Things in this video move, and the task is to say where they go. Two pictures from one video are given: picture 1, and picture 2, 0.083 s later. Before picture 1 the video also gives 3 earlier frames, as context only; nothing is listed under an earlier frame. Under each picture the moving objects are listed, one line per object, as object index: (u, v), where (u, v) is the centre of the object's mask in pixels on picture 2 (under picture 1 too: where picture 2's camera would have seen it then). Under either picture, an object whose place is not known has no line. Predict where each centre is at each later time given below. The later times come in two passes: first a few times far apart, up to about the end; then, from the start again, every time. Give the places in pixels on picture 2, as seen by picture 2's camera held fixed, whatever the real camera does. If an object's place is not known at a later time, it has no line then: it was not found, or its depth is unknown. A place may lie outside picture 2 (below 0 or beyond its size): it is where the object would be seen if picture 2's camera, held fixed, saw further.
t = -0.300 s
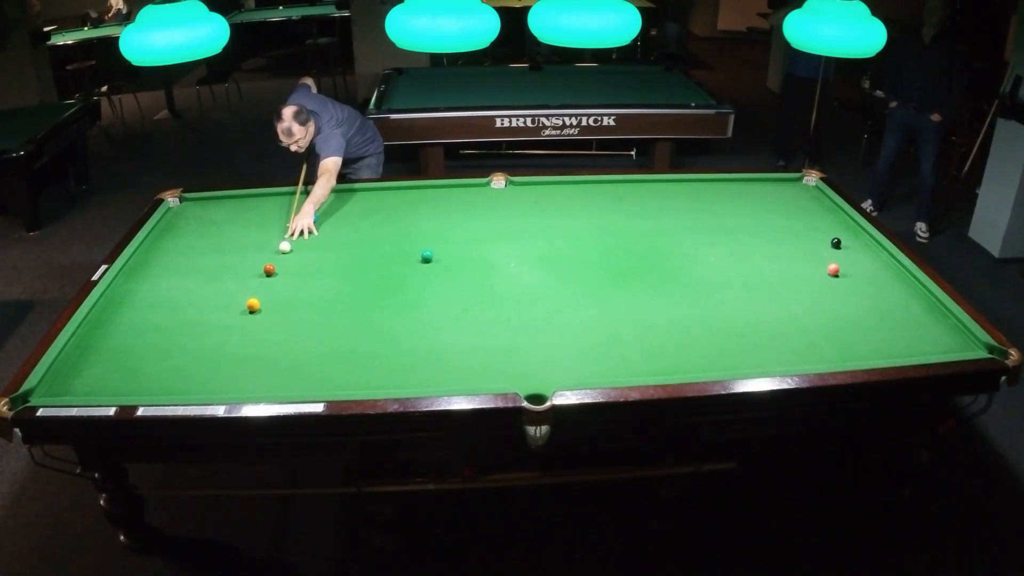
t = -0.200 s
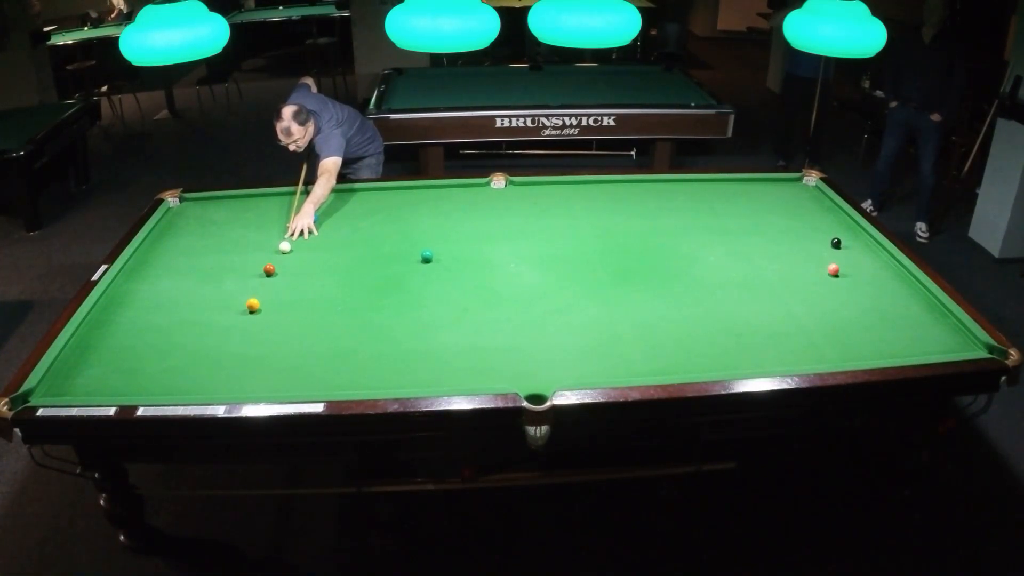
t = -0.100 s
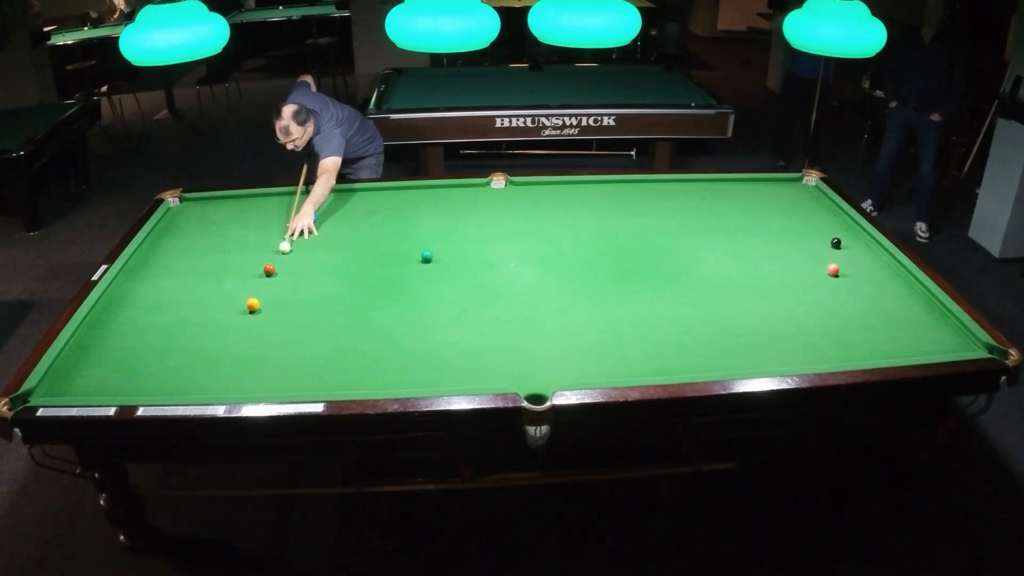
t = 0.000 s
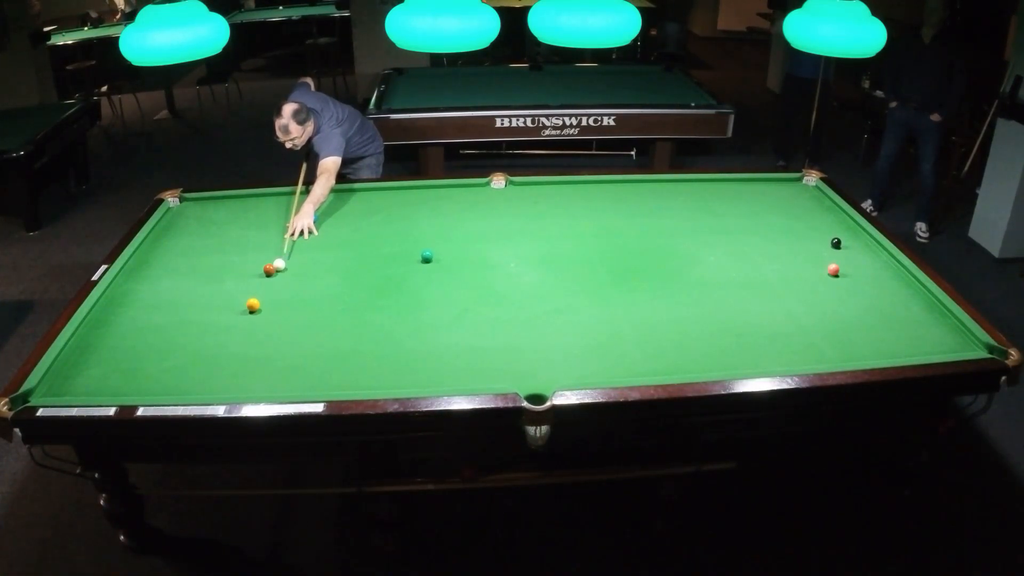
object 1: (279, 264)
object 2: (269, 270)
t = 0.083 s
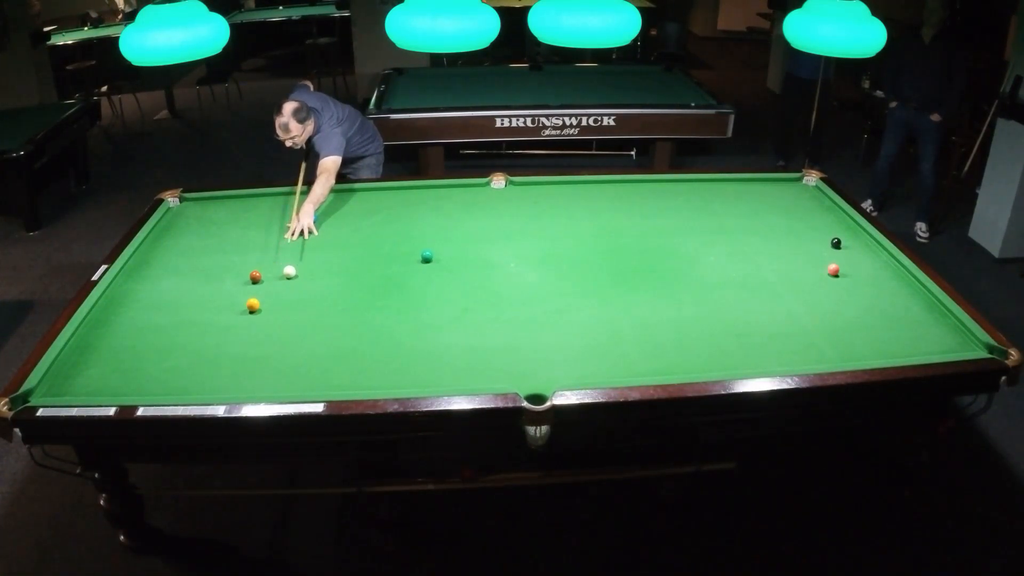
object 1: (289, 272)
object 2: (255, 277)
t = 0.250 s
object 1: (306, 289)
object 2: (233, 289)
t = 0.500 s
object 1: (336, 317)
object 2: (199, 307)
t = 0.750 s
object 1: (369, 348)
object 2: (164, 325)
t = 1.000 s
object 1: (407, 382)
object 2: (130, 343)
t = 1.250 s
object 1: (440, 363)
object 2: (97, 361)
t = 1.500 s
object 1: (468, 338)
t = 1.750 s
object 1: (492, 316)
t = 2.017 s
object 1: (514, 295)
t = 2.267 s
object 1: (533, 278)
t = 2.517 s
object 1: (549, 263)
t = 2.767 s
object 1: (563, 250)
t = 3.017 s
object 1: (576, 238)
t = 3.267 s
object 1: (588, 227)
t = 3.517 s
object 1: (598, 218)
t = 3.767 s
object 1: (607, 209)
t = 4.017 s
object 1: (615, 202)
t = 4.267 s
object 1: (622, 195)
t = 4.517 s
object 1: (628, 189)
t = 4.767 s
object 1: (634, 184)
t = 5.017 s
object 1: (640, 183)
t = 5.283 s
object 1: (646, 186)
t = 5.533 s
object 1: (652, 188)
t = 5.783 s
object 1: (656, 191)
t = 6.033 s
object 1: (660, 192)
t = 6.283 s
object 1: (662, 194)
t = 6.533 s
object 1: (664, 195)
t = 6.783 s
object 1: (665, 195)
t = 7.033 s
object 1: (665, 195)
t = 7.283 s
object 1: (665, 195)
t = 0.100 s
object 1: (291, 274)
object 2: (253, 278)
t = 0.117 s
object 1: (293, 275)
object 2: (251, 279)
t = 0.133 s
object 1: (294, 277)
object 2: (248, 281)
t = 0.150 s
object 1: (296, 279)
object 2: (246, 282)
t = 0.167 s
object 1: (298, 280)
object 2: (244, 283)
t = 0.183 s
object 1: (299, 282)
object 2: (242, 284)
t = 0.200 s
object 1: (301, 284)
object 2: (239, 285)
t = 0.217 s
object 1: (303, 286)
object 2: (237, 286)
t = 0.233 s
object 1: (305, 287)
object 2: (235, 288)
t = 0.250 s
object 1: (306, 289)
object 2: (233, 289)
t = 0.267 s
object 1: (308, 291)
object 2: (230, 290)
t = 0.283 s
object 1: (310, 293)
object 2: (228, 291)
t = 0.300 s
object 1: (312, 294)
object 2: (226, 292)
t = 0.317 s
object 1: (314, 296)
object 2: (223, 294)
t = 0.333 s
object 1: (316, 298)
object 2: (221, 295)
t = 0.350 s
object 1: (318, 300)
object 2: (219, 296)
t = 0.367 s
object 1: (320, 302)
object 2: (217, 297)
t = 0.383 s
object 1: (322, 304)
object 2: (214, 299)
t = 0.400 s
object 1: (324, 305)
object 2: (212, 299)
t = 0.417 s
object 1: (326, 307)
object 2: (210, 301)
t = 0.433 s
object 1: (328, 309)
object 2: (208, 302)
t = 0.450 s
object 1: (330, 311)
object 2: (205, 303)
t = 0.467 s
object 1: (332, 313)
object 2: (203, 304)
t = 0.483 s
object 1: (334, 315)
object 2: (201, 306)
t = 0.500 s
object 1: (336, 317)
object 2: (199, 307)
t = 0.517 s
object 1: (338, 319)
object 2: (196, 308)
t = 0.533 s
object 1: (340, 321)
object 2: (194, 309)
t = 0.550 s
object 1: (342, 323)
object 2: (192, 310)
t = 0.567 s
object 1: (344, 325)
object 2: (189, 312)
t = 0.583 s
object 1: (346, 327)
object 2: (187, 313)
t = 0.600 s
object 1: (348, 329)
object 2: (185, 314)
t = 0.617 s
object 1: (351, 331)
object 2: (182, 315)
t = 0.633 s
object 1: (353, 333)
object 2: (180, 316)
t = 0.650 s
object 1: (355, 335)
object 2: (178, 318)
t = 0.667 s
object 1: (357, 337)
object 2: (176, 319)
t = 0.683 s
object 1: (360, 339)
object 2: (173, 320)
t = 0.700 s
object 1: (362, 342)
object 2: (171, 322)
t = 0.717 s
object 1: (364, 344)
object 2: (169, 322)
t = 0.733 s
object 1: (367, 346)
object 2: (167, 324)
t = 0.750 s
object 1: (369, 348)
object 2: (164, 325)
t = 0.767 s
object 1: (372, 350)
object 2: (162, 326)
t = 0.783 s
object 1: (374, 352)
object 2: (160, 327)
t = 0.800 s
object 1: (376, 355)
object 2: (158, 329)
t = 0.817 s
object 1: (379, 357)
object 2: (155, 330)
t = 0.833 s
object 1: (381, 359)
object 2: (153, 331)
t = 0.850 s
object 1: (384, 362)
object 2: (151, 332)
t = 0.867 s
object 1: (386, 364)
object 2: (148, 333)
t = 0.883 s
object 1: (389, 366)
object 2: (146, 335)
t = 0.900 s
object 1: (391, 369)
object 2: (144, 336)
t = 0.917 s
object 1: (394, 371)
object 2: (141, 337)
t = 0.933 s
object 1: (396, 373)
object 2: (139, 338)
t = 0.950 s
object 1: (399, 376)
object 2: (137, 339)
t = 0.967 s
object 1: (401, 378)
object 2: (135, 340)
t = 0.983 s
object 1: (404, 380)
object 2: (133, 341)
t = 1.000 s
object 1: (407, 382)
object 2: (130, 343)
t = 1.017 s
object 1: (409, 383)
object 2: (128, 344)
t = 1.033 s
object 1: (412, 385)
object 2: (126, 345)
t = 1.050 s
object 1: (415, 384)
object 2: (124, 347)
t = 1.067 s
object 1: (417, 383)
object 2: (121, 348)
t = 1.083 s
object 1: (419, 382)
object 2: (119, 349)
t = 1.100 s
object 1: (421, 381)
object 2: (117, 350)
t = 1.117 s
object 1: (423, 380)
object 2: (114, 352)
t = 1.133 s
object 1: (426, 377)
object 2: (112, 352)
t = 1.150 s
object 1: (428, 374)
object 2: (110, 354)
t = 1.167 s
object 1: (429, 373)
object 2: (108, 355)
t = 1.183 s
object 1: (432, 371)
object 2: (106, 356)
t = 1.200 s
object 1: (434, 369)
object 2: (103, 357)
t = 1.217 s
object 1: (436, 367)
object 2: (101, 359)
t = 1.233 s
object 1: (438, 365)
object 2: (99, 360)
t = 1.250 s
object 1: (440, 363)
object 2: (97, 361)
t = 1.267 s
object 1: (442, 362)
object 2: (94, 362)
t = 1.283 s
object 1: (444, 360)
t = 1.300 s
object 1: (446, 358)
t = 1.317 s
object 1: (447, 356)
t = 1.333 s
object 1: (449, 354)
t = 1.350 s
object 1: (451, 353)
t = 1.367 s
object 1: (453, 351)
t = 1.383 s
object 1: (455, 349)
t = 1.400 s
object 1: (457, 347)
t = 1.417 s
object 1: (459, 346)
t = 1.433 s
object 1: (461, 344)
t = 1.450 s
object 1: (462, 343)
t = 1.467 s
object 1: (464, 341)
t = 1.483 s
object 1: (466, 340)
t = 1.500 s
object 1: (468, 338)
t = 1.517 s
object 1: (469, 336)
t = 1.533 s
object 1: (471, 335)
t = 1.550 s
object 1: (473, 334)
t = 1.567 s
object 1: (474, 332)
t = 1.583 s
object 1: (476, 330)
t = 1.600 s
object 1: (478, 329)
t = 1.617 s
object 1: (479, 327)
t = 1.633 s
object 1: (481, 326)
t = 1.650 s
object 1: (482, 325)
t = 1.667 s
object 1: (484, 323)
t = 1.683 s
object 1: (485, 322)
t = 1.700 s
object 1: (487, 320)
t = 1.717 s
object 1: (489, 319)
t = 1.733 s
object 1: (490, 317)
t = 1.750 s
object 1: (492, 316)
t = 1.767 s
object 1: (493, 315)
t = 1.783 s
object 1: (495, 313)
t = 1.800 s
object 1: (496, 312)
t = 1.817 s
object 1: (498, 311)
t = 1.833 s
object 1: (499, 309)
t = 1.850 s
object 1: (500, 308)
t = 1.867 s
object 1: (502, 307)
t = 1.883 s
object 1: (503, 305)
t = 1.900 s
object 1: (505, 304)
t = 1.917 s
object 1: (506, 303)
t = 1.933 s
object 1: (507, 301)
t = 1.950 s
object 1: (509, 300)
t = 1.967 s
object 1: (510, 299)
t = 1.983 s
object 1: (511, 298)
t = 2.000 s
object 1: (513, 296)
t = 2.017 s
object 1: (514, 295)
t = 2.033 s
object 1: (515, 294)
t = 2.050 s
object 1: (517, 293)
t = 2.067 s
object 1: (518, 292)
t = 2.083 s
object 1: (519, 290)
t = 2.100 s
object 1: (520, 289)
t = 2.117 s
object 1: (522, 288)
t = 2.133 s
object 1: (523, 287)
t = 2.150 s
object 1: (524, 286)
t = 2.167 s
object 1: (525, 285)
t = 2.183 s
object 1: (527, 284)
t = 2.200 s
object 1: (528, 282)
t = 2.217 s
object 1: (529, 281)
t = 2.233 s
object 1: (530, 280)
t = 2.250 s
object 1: (531, 279)
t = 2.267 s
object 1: (533, 278)
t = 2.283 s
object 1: (534, 277)
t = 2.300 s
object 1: (535, 276)
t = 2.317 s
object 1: (536, 275)
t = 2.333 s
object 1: (537, 274)
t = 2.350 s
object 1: (538, 273)
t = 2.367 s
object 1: (539, 272)
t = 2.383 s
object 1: (540, 271)
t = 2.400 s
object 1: (541, 270)
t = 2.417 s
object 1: (543, 269)
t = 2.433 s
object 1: (544, 268)
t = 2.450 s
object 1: (545, 267)
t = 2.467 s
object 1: (546, 266)
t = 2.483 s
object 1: (547, 265)
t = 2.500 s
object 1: (548, 264)
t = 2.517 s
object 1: (549, 263)
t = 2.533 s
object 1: (550, 262)
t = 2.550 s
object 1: (551, 261)
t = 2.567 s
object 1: (552, 260)
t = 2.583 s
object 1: (553, 259)
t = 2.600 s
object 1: (554, 258)
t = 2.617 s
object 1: (555, 257)
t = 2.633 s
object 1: (556, 256)
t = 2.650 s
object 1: (557, 256)
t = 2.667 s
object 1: (558, 255)
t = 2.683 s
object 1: (559, 254)
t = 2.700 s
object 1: (560, 253)
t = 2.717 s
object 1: (561, 252)
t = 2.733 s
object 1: (561, 251)
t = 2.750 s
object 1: (562, 250)
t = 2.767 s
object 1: (563, 250)
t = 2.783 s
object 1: (564, 249)
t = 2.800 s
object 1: (565, 248)
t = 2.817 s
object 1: (566, 247)
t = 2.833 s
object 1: (567, 246)
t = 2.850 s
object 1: (568, 246)
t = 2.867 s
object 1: (569, 245)
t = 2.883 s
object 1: (570, 244)
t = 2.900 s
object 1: (570, 243)
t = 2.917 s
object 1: (571, 242)
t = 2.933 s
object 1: (572, 242)
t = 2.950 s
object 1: (573, 241)
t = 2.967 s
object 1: (574, 240)
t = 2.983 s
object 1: (575, 239)
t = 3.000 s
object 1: (575, 238)
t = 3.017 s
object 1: (576, 238)
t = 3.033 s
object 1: (577, 237)
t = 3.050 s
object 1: (578, 236)
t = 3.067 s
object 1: (579, 235)
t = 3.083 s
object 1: (579, 235)
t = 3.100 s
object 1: (580, 234)
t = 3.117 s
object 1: (581, 233)
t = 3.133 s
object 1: (582, 233)
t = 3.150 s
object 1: (583, 232)
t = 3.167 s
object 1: (583, 231)
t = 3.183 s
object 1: (584, 231)
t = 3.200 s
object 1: (585, 230)
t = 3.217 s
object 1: (586, 229)
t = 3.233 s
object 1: (586, 229)
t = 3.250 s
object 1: (587, 228)
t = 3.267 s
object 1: (588, 227)
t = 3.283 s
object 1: (588, 226)
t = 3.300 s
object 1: (589, 226)
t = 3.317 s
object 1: (590, 225)
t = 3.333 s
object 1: (591, 224)
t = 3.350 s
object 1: (591, 224)
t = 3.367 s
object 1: (592, 223)
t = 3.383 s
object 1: (593, 223)
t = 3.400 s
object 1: (593, 222)
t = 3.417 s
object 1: (594, 221)
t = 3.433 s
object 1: (595, 221)
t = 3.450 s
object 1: (595, 220)
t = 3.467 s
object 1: (596, 219)
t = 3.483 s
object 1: (597, 219)
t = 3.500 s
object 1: (597, 218)
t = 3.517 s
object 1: (598, 218)
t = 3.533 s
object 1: (598, 217)
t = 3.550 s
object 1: (599, 216)
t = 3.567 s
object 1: (600, 216)
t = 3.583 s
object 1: (600, 215)
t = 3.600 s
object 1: (601, 215)
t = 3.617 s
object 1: (602, 214)
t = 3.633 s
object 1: (602, 214)
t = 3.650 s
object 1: (603, 213)
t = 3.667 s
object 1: (603, 212)
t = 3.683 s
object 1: (604, 212)
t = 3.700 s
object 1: (605, 211)
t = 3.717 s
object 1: (605, 211)
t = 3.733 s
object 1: (606, 210)
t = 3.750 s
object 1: (606, 210)
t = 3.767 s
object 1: (607, 209)
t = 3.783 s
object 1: (607, 209)
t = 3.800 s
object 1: (608, 208)
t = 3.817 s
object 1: (609, 208)
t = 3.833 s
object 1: (609, 207)
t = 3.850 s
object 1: (610, 207)
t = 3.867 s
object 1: (610, 206)
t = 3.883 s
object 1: (611, 206)
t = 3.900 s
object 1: (611, 205)
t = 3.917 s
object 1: (612, 205)
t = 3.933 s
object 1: (613, 204)
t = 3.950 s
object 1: (613, 204)
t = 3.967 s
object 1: (614, 203)
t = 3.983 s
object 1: (614, 203)
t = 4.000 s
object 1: (614, 202)
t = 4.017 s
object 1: (615, 202)
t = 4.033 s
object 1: (616, 201)
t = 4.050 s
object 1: (616, 201)
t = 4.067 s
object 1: (616, 200)
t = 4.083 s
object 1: (617, 200)
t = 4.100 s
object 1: (617, 200)
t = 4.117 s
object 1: (618, 199)
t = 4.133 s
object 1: (618, 199)
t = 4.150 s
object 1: (619, 198)
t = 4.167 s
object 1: (619, 198)
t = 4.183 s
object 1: (620, 197)
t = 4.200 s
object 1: (620, 197)
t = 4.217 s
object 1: (621, 196)
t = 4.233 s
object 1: (621, 196)
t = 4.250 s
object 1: (622, 196)
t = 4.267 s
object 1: (622, 195)
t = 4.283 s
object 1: (623, 195)
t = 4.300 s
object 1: (623, 194)
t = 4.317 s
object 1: (623, 194)
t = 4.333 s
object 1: (624, 193)
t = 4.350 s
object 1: (624, 193)
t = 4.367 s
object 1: (625, 193)
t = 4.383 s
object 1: (625, 192)
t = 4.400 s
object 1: (625, 192)
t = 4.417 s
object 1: (626, 191)
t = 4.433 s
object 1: (626, 191)
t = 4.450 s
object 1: (627, 191)
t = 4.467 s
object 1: (627, 190)
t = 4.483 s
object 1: (628, 190)
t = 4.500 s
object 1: (628, 189)
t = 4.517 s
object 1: (628, 189)
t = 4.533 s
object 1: (629, 189)
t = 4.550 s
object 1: (629, 188)
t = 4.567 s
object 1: (629, 188)
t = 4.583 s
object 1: (630, 188)
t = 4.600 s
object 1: (630, 187)
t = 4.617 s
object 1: (631, 187)
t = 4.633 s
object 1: (631, 187)
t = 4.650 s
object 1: (631, 186)
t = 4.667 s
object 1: (632, 186)
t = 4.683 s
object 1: (632, 186)
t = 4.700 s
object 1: (632, 185)
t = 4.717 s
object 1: (633, 185)
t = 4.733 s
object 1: (633, 184)
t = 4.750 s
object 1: (633, 184)
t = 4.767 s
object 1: (634, 184)
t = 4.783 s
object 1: (634, 183)
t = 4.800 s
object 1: (635, 183)
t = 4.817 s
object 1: (635, 183)
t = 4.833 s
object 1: (635, 182)
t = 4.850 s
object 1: (636, 182)
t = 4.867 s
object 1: (636, 182)
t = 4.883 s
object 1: (636, 182)
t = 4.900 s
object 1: (637, 182)
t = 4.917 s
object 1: (637, 182)
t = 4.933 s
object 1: (637, 182)
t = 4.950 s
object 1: (638, 182)
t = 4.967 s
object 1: (638, 182)
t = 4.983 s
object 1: (639, 182)
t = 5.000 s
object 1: (639, 183)
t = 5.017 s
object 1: (640, 183)
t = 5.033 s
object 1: (640, 183)
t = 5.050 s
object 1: (641, 183)
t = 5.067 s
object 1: (641, 184)
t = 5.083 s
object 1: (642, 184)
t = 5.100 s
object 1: (642, 184)
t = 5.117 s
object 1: (642, 184)
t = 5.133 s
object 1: (643, 184)
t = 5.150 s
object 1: (643, 185)
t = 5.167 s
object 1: (644, 185)
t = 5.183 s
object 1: (644, 185)
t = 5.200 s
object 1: (644, 185)
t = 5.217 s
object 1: (645, 185)
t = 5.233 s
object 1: (645, 185)
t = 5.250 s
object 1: (646, 186)
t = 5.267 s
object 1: (646, 186)
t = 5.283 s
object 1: (646, 186)
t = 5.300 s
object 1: (647, 186)
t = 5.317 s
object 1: (647, 186)
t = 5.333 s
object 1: (648, 187)
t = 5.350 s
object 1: (648, 187)
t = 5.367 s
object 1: (648, 187)
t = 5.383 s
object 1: (649, 187)
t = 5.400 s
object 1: (649, 187)
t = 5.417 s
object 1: (649, 187)
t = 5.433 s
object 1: (650, 188)
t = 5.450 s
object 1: (650, 188)
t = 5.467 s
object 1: (650, 188)
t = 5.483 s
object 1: (651, 188)
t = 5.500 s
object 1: (651, 188)
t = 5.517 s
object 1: (651, 188)
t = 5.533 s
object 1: (652, 188)
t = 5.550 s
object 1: (652, 189)
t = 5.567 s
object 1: (652, 189)
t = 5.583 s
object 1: (653, 189)
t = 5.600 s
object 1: (653, 189)
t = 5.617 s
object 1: (653, 189)
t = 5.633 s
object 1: (654, 189)
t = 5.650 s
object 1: (654, 189)
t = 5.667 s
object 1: (654, 189)
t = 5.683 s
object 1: (654, 190)
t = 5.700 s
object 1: (655, 190)
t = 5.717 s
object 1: (655, 190)
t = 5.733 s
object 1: (655, 190)
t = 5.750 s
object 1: (656, 190)
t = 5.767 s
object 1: (656, 190)
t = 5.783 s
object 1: (656, 191)
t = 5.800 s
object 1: (656, 191)
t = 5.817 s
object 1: (657, 191)
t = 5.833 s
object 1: (657, 191)
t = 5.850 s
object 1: (657, 191)
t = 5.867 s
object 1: (657, 191)
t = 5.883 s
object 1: (658, 191)
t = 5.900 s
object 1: (658, 192)
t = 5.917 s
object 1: (658, 192)
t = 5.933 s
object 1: (658, 192)
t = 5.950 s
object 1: (659, 192)
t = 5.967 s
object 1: (659, 192)
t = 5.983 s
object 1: (659, 192)
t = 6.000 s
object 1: (659, 192)
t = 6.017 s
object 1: (659, 192)
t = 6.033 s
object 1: (660, 192)
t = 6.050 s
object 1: (660, 192)
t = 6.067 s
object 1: (660, 193)
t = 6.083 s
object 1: (660, 193)
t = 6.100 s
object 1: (660, 193)
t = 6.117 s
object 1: (660, 193)
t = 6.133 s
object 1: (660, 193)
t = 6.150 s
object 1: (661, 193)
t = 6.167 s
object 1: (661, 193)
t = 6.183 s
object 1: (661, 193)
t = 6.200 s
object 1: (661, 194)
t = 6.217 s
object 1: (661, 194)
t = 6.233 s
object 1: (661, 194)
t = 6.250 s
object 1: (662, 194)
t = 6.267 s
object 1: (662, 194)
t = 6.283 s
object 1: (662, 194)
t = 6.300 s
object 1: (662, 194)
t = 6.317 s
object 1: (662, 194)
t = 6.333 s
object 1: (662, 194)
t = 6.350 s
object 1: (662, 194)
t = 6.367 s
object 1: (662, 194)
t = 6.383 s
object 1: (663, 194)
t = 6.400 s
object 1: (663, 194)
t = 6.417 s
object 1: (663, 194)
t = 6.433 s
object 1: (663, 194)
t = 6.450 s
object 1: (663, 194)
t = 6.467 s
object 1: (663, 194)
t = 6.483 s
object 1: (663, 195)
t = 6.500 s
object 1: (663, 195)
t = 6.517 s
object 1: (663, 195)
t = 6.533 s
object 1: (664, 195)
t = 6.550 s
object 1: (664, 195)
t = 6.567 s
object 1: (664, 195)
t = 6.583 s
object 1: (664, 195)
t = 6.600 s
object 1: (664, 195)
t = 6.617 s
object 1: (664, 195)
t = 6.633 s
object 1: (664, 195)
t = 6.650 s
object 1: (664, 195)
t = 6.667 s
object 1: (664, 195)
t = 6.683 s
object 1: (664, 195)
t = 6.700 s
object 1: (664, 195)
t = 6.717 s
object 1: (664, 195)
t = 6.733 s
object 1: (664, 195)
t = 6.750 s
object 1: (665, 195)
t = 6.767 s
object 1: (665, 195)
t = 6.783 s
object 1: (665, 195)
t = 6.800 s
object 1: (665, 195)
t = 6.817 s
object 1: (665, 195)
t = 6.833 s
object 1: (665, 195)
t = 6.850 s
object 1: (665, 195)
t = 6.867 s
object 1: (665, 195)
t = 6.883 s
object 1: (665, 195)
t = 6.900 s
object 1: (665, 195)
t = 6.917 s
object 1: (665, 195)
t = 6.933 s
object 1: (665, 195)
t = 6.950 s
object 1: (665, 195)
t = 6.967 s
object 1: (665, 195)
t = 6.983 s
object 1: (665, 195)
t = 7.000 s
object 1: (665, 195)
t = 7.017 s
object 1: (665, 195)
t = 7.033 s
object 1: (665, 195)
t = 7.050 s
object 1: (665, 195)
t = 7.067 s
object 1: (665, 195)
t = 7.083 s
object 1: (665, 195)
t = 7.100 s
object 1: (665, 195)
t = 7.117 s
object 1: (665, 195)
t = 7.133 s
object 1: (665, 195)
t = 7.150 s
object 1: (665, 195)
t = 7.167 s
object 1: (665, 195)
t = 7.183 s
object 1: (665, 195)
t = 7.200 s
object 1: (665, 195)
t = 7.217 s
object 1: (665, 195)
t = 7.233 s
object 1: (665, 195)
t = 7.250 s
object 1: (665, 195)
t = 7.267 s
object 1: (665, 195)
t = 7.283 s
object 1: (665, 195)
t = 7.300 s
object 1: (665, 195)
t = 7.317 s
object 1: (665, 195)
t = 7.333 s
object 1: (665, 195)
